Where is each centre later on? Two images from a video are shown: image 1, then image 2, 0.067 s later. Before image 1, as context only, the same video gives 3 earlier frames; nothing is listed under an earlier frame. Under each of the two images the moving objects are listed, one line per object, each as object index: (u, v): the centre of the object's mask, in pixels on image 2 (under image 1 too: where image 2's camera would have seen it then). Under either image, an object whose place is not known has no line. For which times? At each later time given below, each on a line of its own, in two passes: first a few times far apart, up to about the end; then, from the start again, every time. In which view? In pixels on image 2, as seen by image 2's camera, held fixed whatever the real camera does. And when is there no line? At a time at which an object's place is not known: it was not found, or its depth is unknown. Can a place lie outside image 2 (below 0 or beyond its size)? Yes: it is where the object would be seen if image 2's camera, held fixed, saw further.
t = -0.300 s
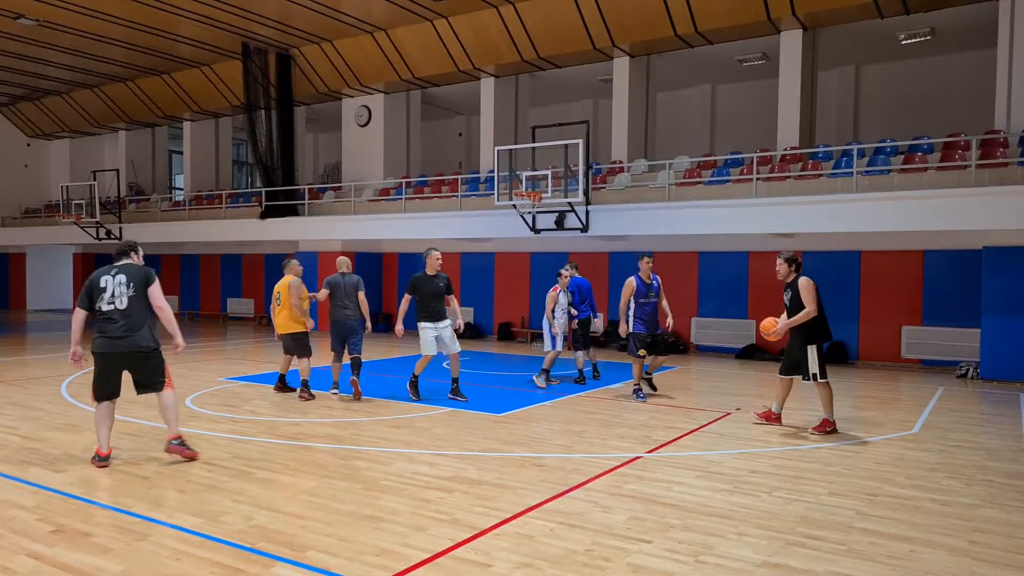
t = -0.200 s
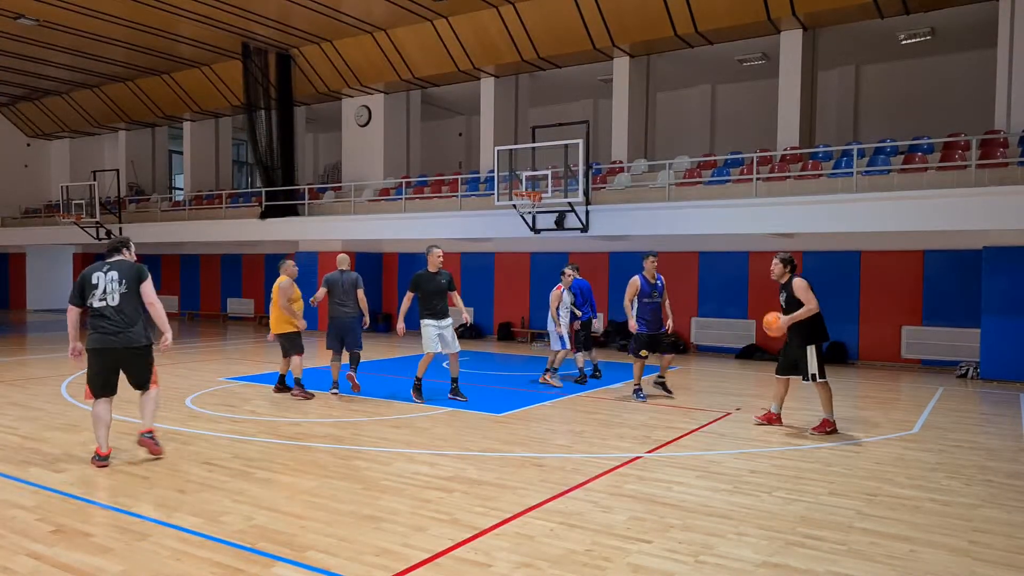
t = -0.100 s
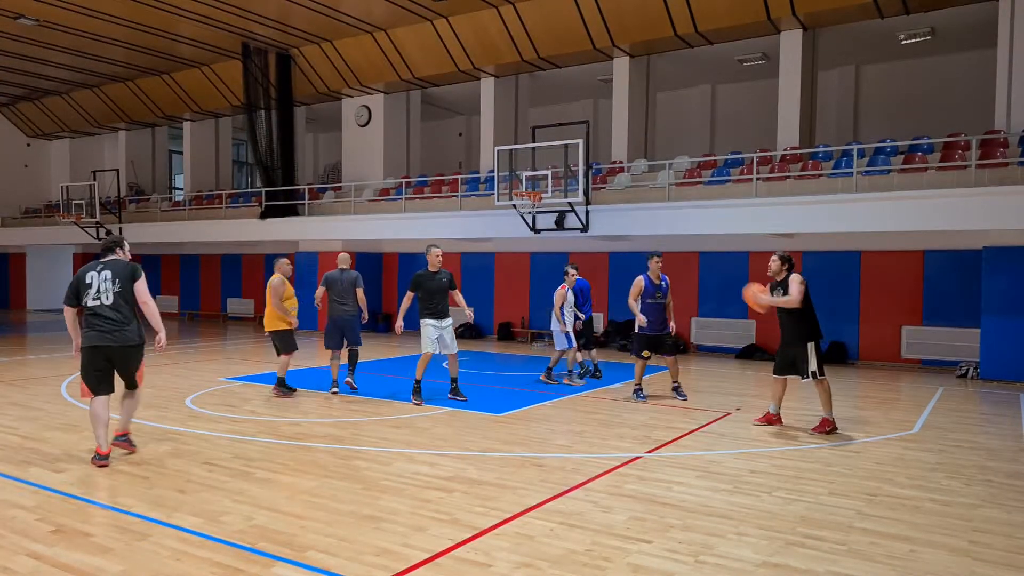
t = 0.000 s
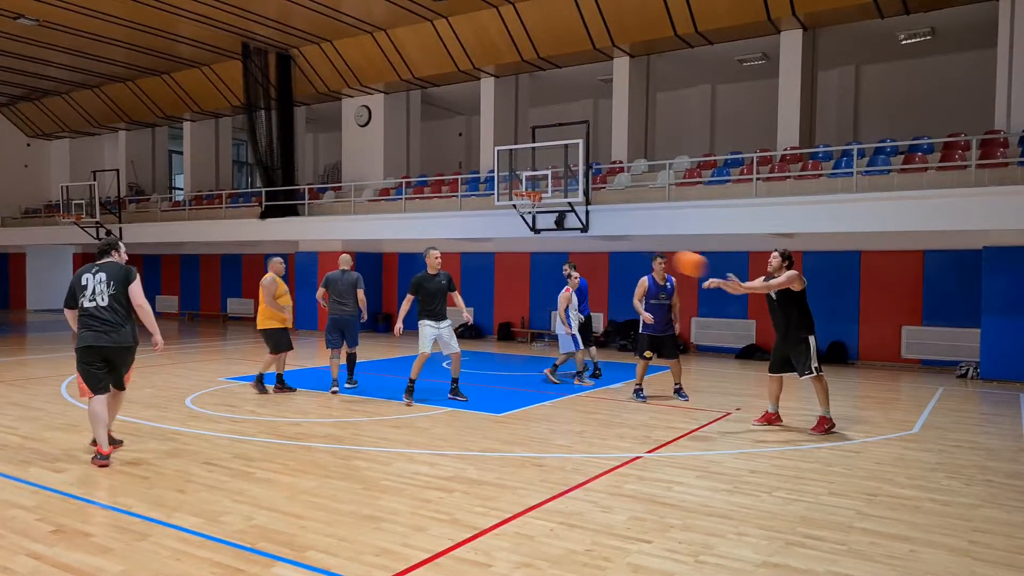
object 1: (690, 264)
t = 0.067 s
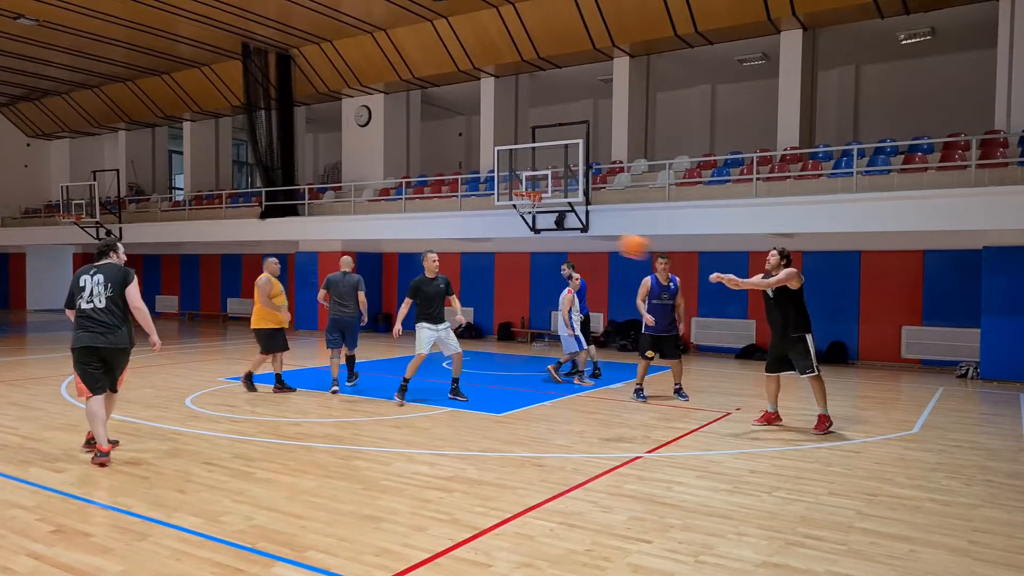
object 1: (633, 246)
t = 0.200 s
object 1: (519, 223)
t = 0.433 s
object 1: (313, 222)
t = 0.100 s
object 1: (605, 239)
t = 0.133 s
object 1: (576, 233)
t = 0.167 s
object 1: (549, 227)
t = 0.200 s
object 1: (519, 223)
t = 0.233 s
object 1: (490, 220)
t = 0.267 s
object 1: (461, 217)
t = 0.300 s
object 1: (432, 216)
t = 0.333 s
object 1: (402, 216)
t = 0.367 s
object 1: (374, 217)
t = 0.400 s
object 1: (343, 219)
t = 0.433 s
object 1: (313, 222)
